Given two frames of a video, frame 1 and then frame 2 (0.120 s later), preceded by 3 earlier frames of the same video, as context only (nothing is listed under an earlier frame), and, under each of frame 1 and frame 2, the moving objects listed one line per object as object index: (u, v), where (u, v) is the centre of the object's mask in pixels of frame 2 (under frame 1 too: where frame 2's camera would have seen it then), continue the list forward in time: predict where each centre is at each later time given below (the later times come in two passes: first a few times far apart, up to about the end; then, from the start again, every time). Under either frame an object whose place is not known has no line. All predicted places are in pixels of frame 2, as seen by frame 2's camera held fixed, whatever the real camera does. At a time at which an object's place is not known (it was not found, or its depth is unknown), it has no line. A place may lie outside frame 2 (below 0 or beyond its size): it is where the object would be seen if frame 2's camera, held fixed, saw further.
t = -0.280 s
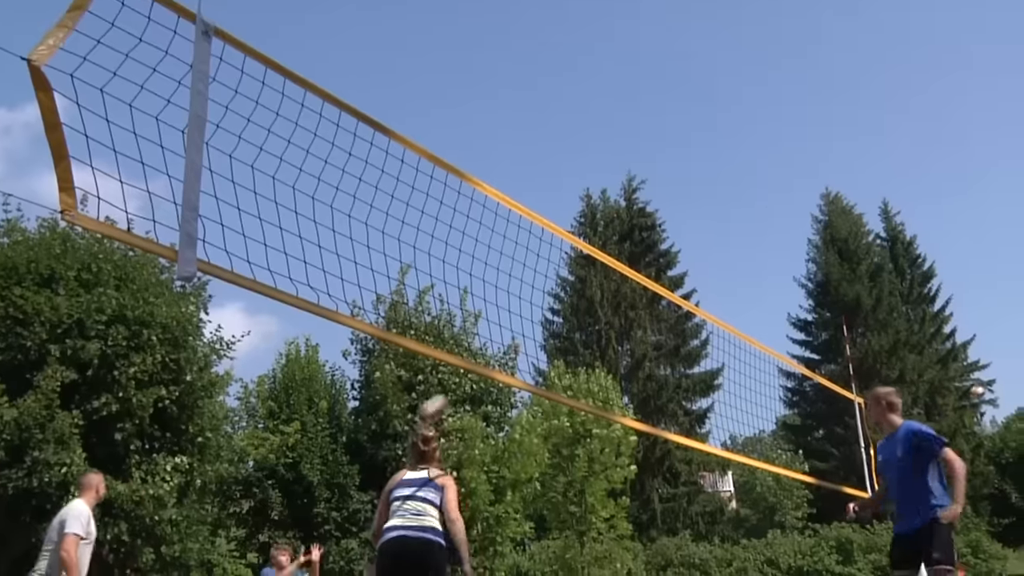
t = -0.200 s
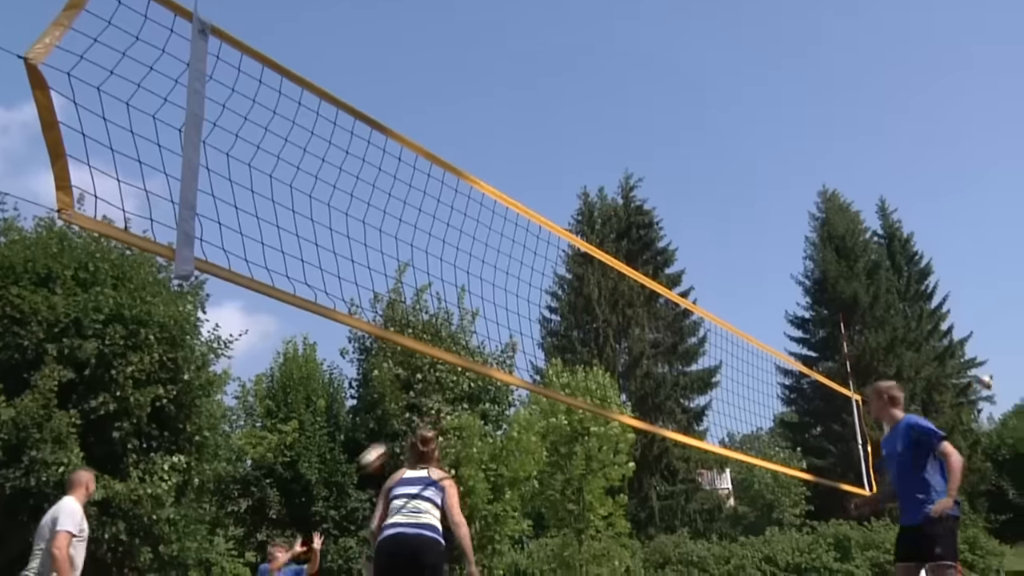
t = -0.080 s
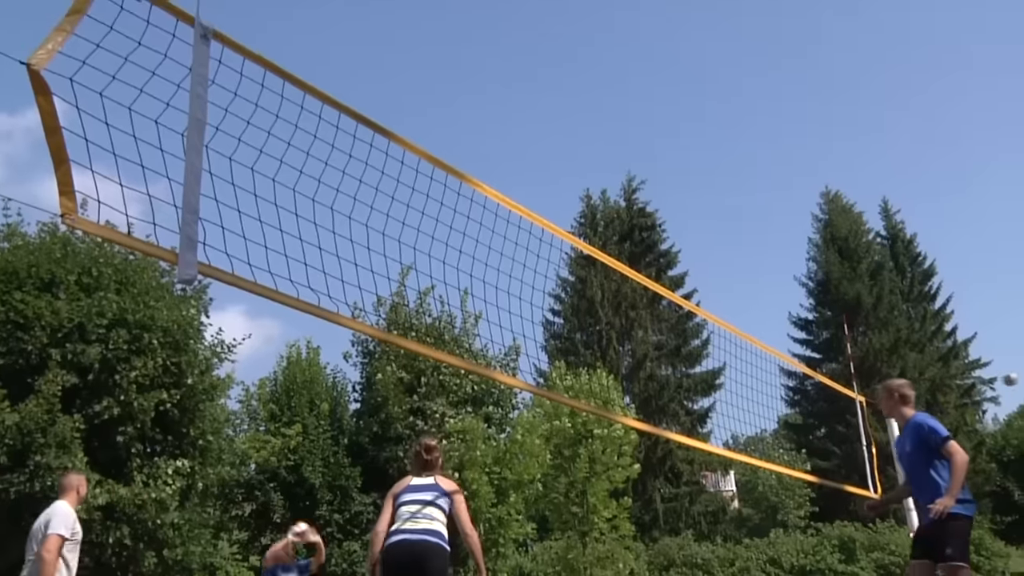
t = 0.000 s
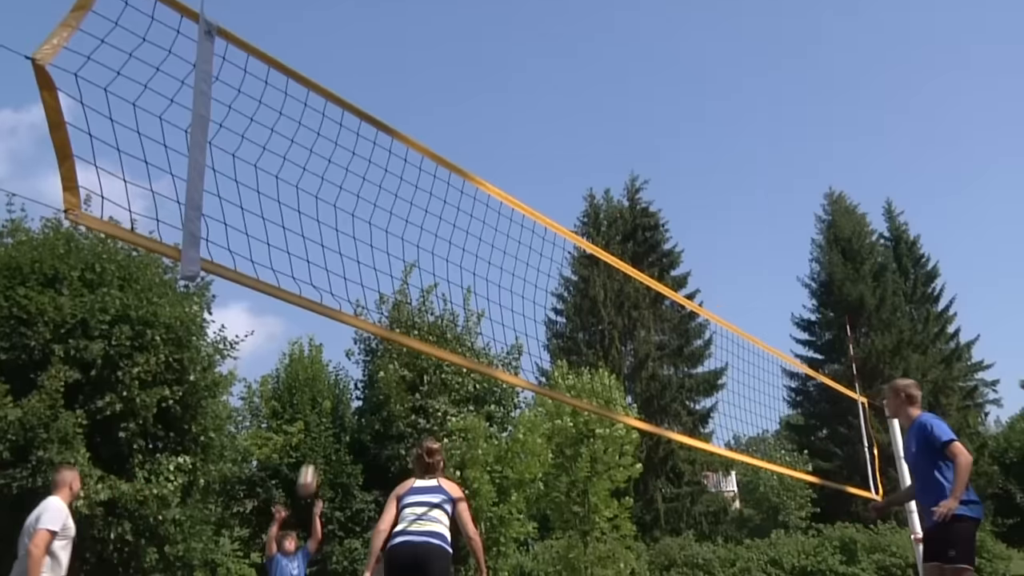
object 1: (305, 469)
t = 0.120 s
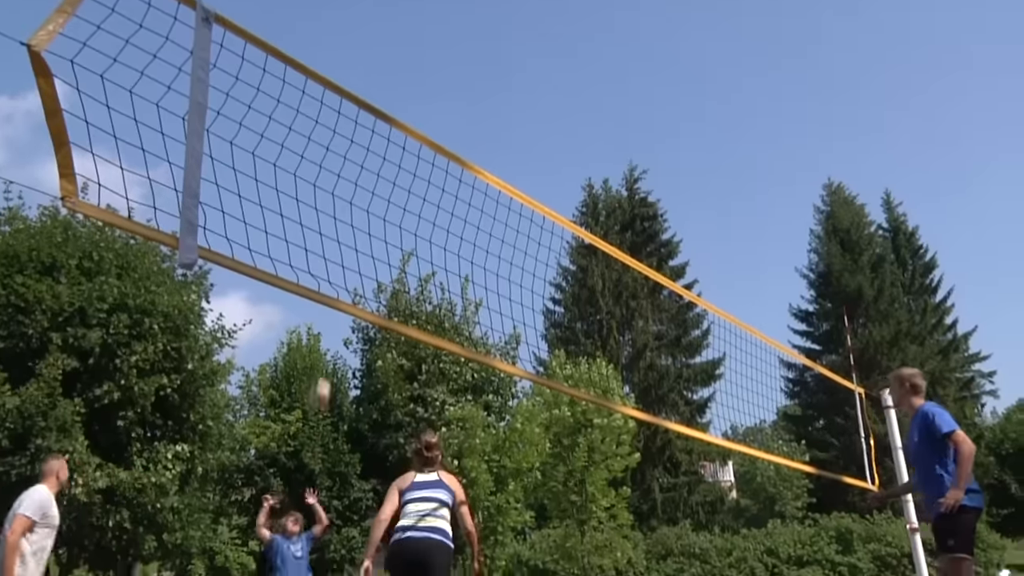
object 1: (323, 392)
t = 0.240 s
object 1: (334, 330)
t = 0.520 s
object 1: (374, 239)
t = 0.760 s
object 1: (413, 214)
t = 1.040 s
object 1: (468, 258)
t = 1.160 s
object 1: (495, 306)
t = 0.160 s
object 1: (329, 369)
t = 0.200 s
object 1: (331, 348)
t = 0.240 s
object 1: (334, 330)
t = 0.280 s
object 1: (338, 316)
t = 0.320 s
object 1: (348, 297)
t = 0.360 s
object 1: (351, 283)
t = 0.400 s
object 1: (355, 268)
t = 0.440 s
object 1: (362, 257)
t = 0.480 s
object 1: (367, 247)
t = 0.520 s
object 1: (374, 239)
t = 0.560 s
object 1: (379, 231)
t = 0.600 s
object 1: (385, 225)
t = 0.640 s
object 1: (392, 220)
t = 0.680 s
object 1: (399, 217)
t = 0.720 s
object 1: (407, 215)
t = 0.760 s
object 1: (413, 214)
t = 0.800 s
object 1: (421, 216)
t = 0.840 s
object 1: (428, 219)
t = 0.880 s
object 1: (436, 223)
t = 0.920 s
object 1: (444, 230)
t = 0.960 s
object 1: (452, 238)
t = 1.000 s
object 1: (459, 247)
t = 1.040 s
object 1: (468, 258)
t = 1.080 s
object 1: (476, 272)
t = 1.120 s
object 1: (486, 288)
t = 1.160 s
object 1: (495, 306)
